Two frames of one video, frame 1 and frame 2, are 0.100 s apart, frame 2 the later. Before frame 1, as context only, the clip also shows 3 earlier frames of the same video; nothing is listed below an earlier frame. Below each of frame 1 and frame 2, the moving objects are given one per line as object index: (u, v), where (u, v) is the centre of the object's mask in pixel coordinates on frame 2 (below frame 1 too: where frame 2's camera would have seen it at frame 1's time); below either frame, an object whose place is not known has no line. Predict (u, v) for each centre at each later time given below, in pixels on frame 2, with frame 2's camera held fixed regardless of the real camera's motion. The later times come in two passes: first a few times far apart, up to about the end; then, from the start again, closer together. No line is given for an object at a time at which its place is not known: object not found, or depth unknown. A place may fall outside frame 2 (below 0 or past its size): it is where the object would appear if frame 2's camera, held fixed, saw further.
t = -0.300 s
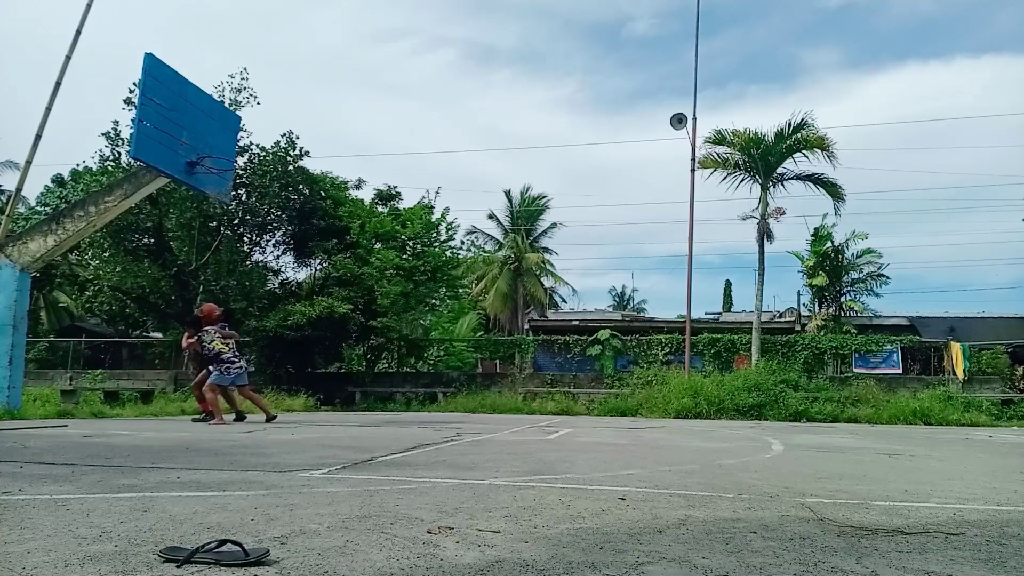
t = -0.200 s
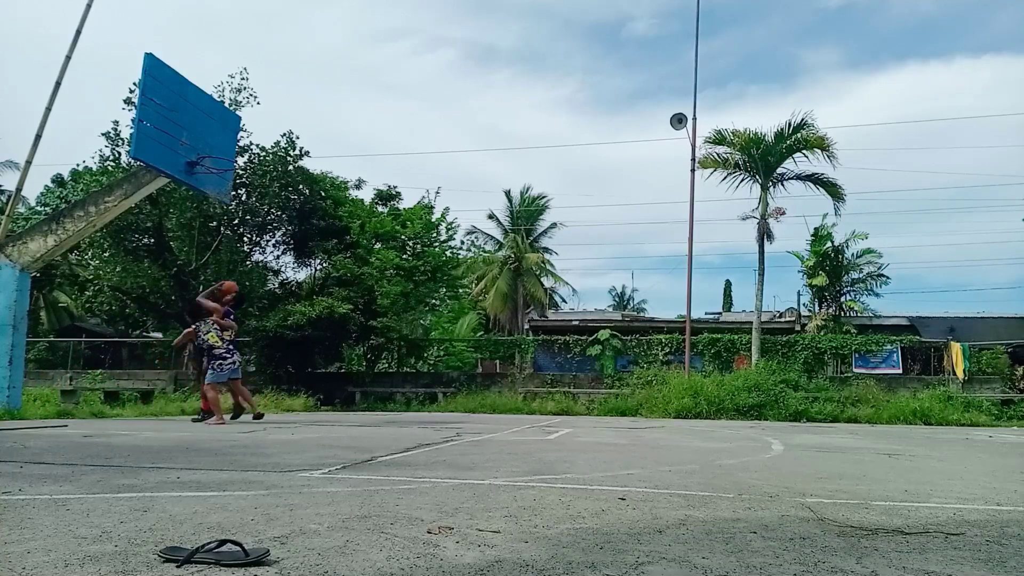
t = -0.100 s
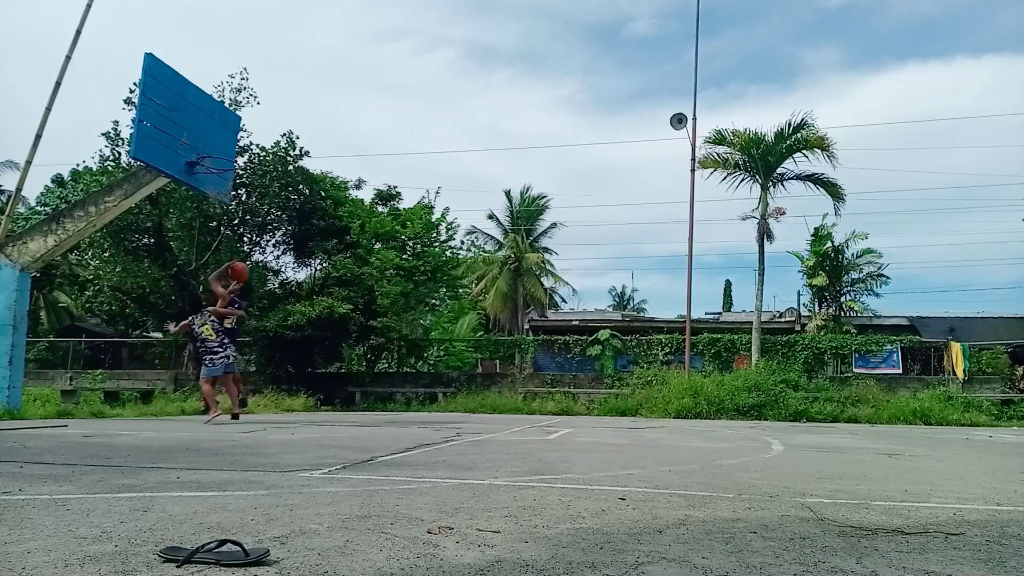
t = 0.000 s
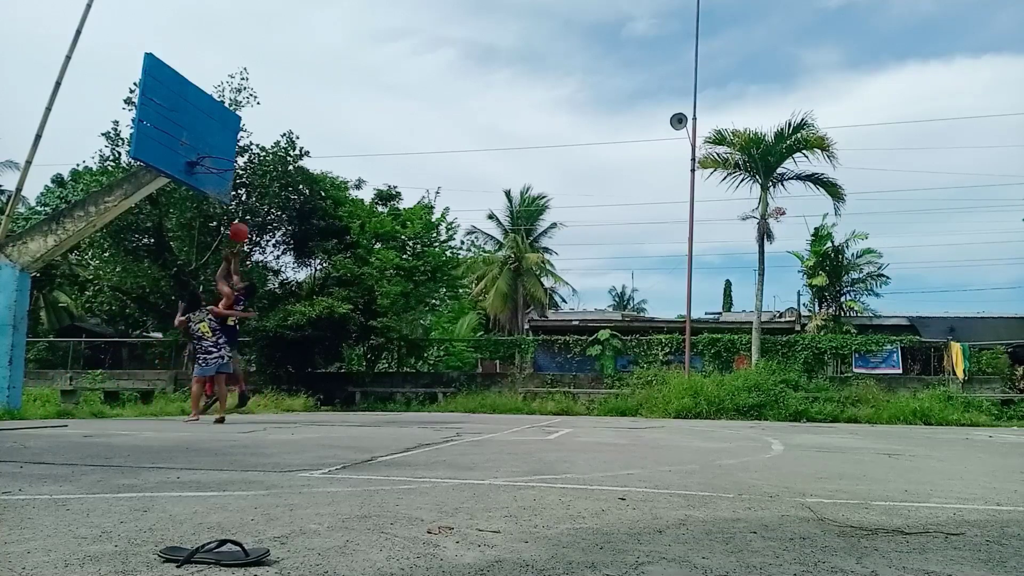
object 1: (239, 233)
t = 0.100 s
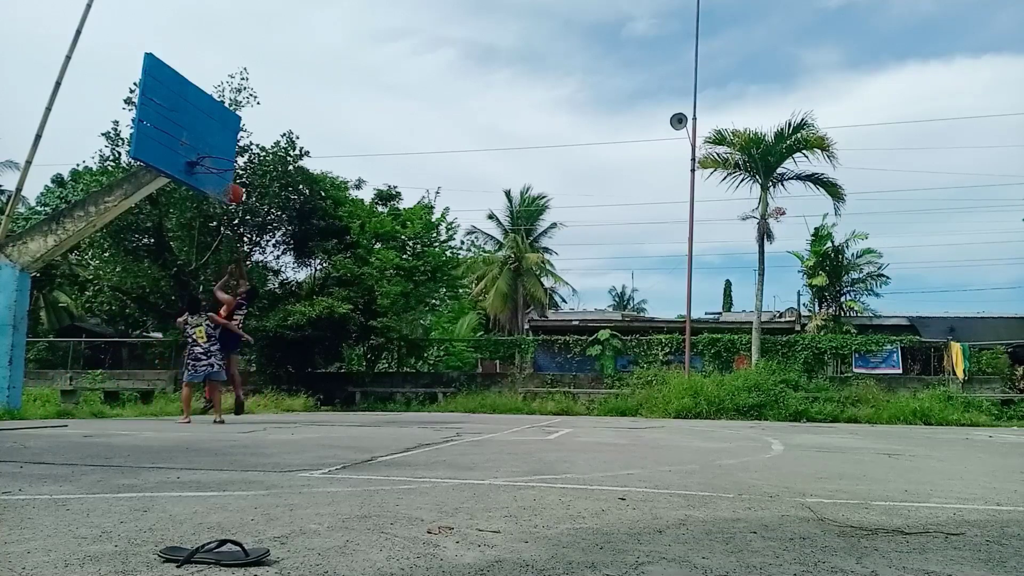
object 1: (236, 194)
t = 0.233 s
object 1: (226, 154)
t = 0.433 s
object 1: (211, 120)
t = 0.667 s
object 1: (209, 133)
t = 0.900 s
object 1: (225, 169)
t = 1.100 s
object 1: (234, 184)
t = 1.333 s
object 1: (219, 189)
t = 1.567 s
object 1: (203, 184)
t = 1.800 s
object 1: (208, 186)
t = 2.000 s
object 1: (224, 188)
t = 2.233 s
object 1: (229, 189)
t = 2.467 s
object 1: (218, 196)
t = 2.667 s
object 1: (210, 208)
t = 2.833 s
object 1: (203, 241)
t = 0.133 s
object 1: (231, 181)
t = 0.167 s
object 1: (230, 172)
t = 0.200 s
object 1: (227, 162)
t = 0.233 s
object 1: (226, 154)
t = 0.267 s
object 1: (223, 146)
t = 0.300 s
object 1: (221, 139)
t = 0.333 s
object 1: (219, 133)
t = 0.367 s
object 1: (216, 127)
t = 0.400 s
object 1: (214, 123)
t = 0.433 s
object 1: (211, 120)
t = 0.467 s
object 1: (211, 119)
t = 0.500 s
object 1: (211, 119)
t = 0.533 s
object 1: (211, 120)
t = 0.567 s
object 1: (210, 122)
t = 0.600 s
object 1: (210, 125)
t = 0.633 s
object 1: (210, 129)
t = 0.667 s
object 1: (209, 133)
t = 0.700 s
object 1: (209, 139)
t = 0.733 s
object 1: (209, 145)
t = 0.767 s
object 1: (208, 152)
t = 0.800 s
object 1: (208, 159)
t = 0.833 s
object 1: (214, 161)
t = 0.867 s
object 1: (219, 165)
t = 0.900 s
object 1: (225, 169)
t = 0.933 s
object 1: (229, 174)
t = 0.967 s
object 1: (232, 178)
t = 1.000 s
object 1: (233, 180)
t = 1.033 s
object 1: (233, 181)
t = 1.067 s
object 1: (234, 182)
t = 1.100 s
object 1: (234, 184)
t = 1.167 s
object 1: (232, 184)
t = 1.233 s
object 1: (227, 186)
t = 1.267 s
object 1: (225, 188)
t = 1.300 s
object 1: (222, 189)
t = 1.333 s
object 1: (219, 189)
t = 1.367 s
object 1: (215, 189)
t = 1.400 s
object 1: (212, 188)
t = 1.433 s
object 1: (209, 187)
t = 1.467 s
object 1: (207, 186)
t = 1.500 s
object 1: (205, 185)
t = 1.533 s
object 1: (204, 184)
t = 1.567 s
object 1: (203, 184)
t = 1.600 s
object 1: (203, 183)
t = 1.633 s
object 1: (202, 184)
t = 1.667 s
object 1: (203, 183)
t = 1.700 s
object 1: (203, 184)
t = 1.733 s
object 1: (204, 184)
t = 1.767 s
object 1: (206, 185)
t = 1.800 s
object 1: (208, 186)
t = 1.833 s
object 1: (210, 187)
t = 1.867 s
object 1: (213, 188)
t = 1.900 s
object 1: (216, 188)
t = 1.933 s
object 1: (219, 189)
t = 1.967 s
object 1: (222, 188)
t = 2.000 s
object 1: (224, 188)
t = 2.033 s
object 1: (226, 189)
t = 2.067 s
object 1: (228, 188)
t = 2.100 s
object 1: (229, 188)
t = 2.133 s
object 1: (229, 188)
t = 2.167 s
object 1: (230, 188)
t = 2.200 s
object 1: (229, 189)
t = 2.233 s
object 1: (229, 189)
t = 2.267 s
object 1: (228, 190)
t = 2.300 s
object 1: (228, 191)
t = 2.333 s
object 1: (226, 191)
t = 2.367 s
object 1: (225, 193)
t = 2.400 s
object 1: (223, 193)
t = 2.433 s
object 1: (220, 194)
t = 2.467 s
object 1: (218, 196)
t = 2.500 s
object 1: (217, 196)
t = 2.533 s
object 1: (215, 197)
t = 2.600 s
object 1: (213, 202)
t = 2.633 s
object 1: (211, 204)
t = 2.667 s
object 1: (210, 208)
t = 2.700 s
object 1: (208, 213)
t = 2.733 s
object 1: (207, 219)
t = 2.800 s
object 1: (204, 232)
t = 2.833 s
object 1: (203, 241)
